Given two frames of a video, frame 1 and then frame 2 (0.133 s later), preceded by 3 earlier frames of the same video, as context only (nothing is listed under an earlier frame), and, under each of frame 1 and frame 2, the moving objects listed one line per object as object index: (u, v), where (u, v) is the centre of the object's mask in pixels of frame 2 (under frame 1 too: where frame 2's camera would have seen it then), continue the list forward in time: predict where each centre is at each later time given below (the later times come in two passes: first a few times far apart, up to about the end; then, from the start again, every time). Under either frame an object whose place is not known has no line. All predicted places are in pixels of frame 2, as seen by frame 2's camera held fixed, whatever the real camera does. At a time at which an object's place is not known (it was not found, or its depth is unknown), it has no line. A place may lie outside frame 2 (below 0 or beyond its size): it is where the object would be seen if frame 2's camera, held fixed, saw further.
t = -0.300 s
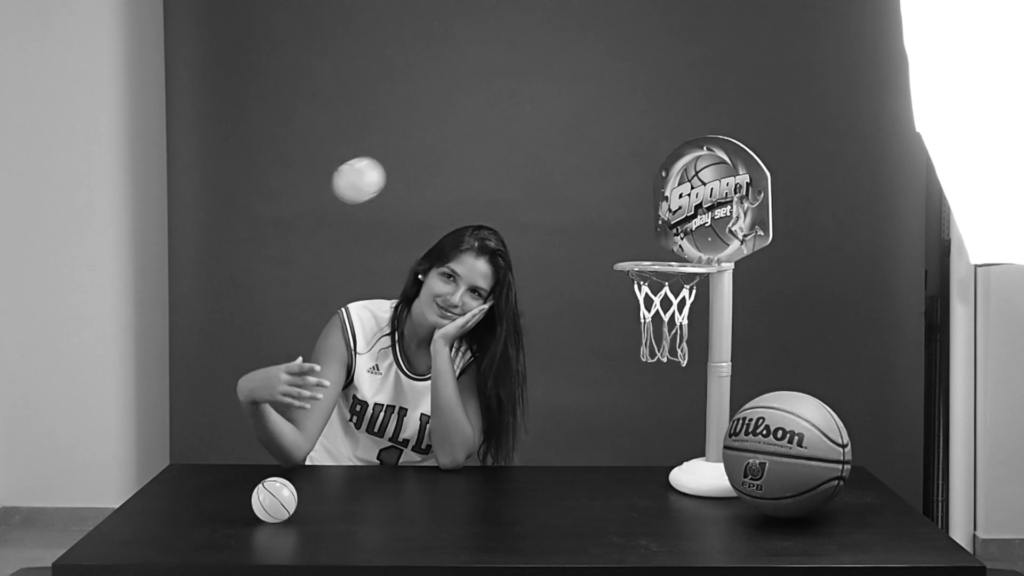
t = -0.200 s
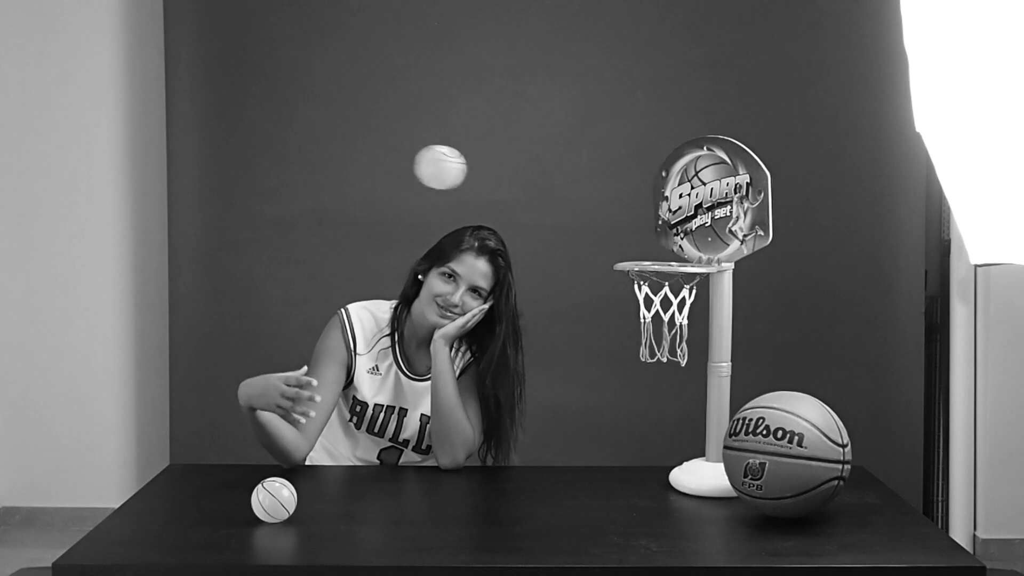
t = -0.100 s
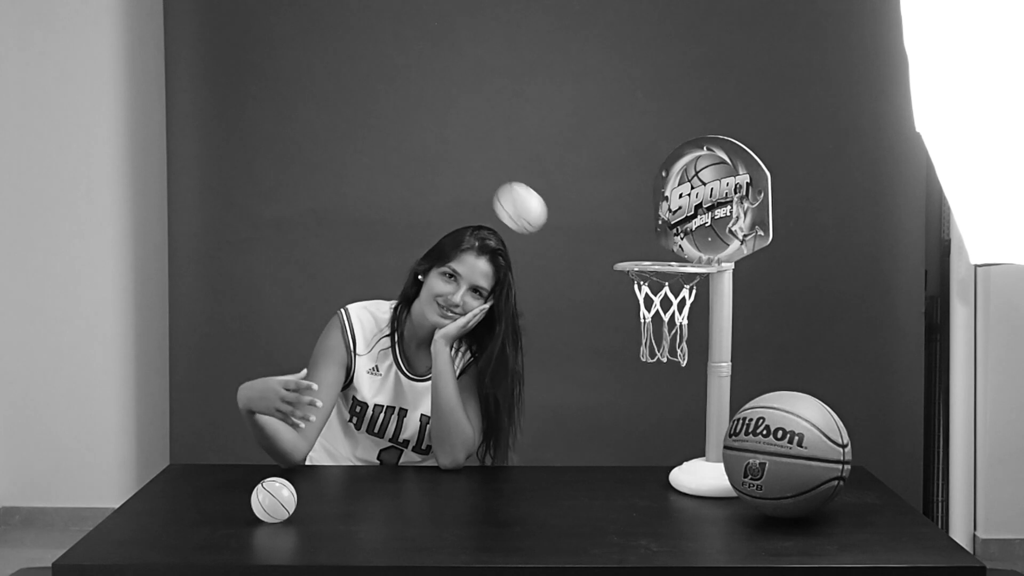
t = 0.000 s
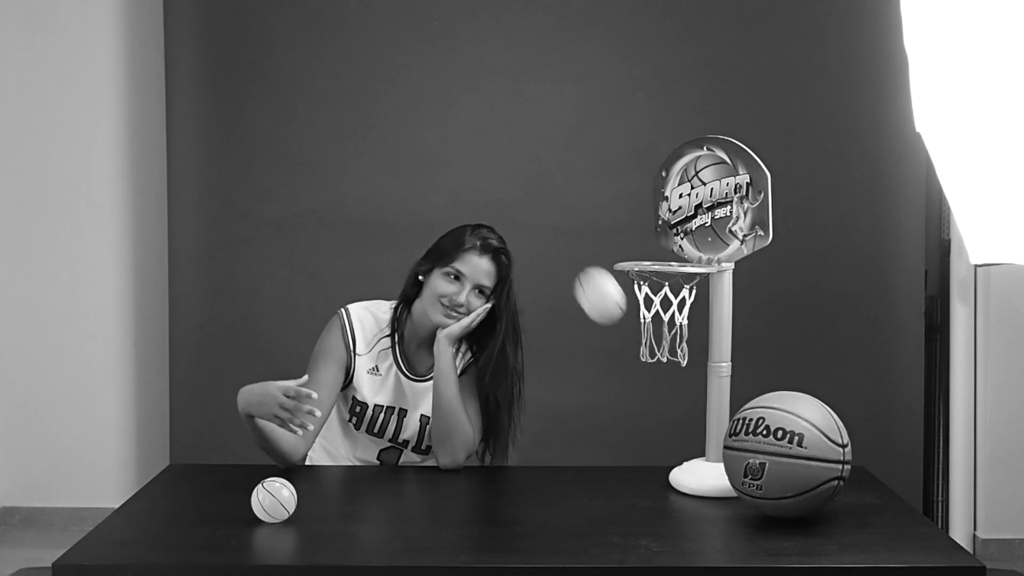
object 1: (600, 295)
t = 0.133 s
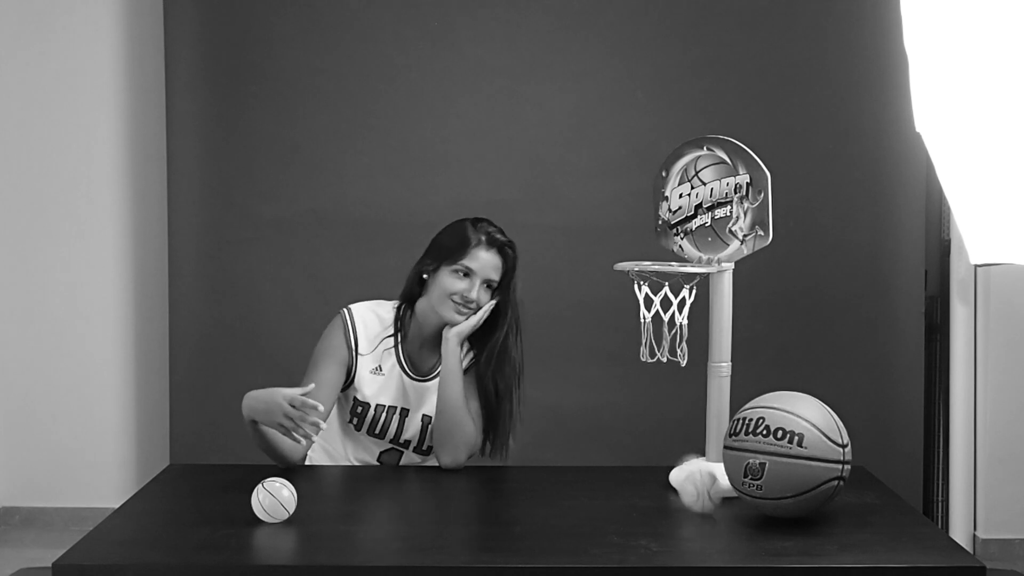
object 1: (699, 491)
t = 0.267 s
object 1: (630, 449)
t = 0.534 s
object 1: (510, 468)
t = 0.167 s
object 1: (692, 466)
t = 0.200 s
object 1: (672, 454)
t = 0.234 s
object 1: (652, 450)
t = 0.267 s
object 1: (630, 449)
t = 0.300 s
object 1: (607, 453)
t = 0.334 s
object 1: (585, 462)
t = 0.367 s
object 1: (564, 476)
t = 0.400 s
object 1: (550, 475)
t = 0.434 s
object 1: (540, 465)
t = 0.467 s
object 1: (530, 461)
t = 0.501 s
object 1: (520, 461)
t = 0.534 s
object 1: (510, 468)
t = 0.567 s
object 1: (500, 477)
